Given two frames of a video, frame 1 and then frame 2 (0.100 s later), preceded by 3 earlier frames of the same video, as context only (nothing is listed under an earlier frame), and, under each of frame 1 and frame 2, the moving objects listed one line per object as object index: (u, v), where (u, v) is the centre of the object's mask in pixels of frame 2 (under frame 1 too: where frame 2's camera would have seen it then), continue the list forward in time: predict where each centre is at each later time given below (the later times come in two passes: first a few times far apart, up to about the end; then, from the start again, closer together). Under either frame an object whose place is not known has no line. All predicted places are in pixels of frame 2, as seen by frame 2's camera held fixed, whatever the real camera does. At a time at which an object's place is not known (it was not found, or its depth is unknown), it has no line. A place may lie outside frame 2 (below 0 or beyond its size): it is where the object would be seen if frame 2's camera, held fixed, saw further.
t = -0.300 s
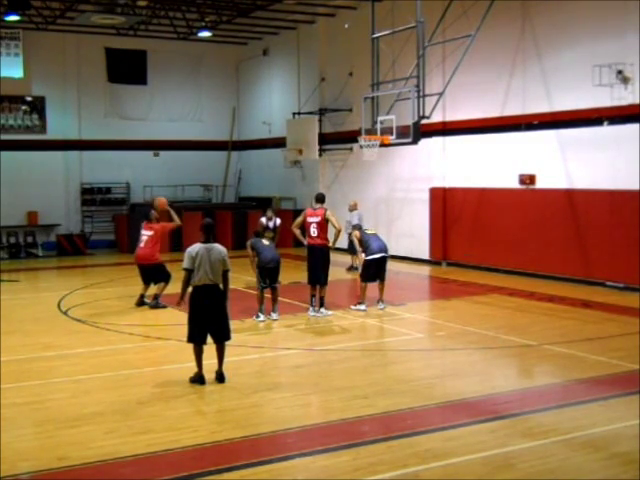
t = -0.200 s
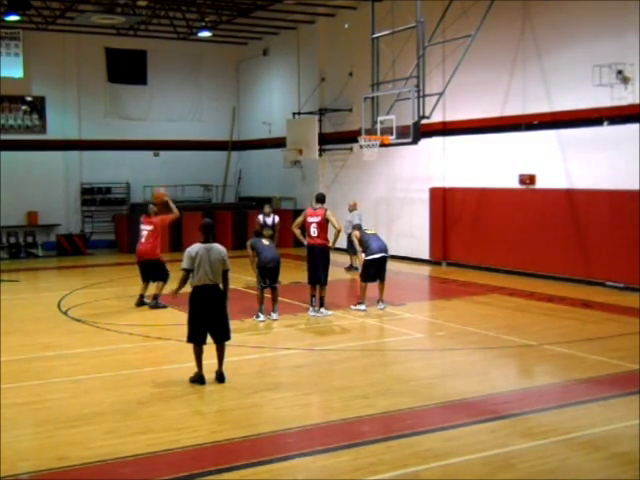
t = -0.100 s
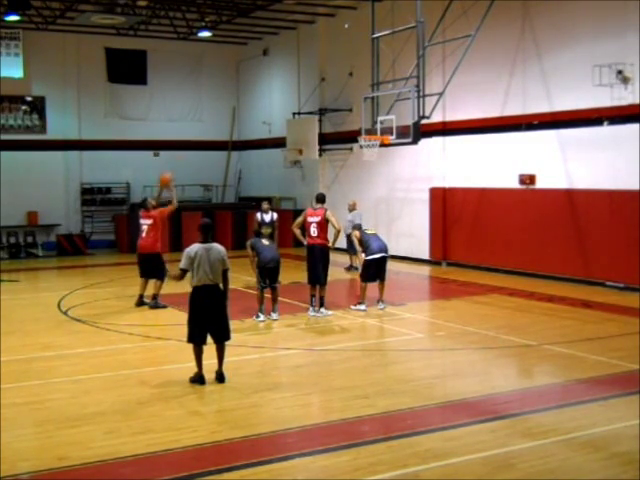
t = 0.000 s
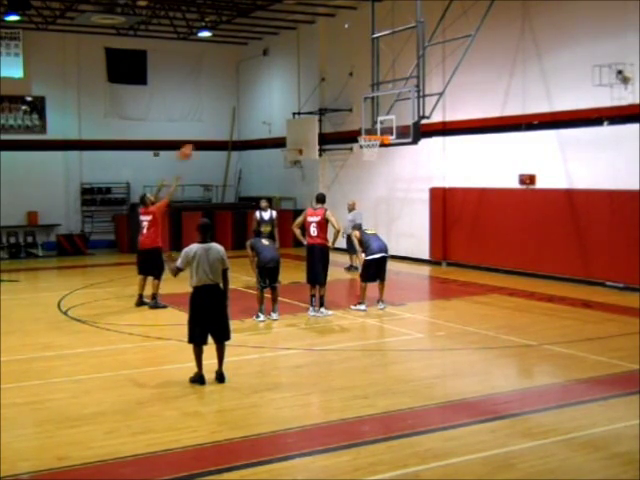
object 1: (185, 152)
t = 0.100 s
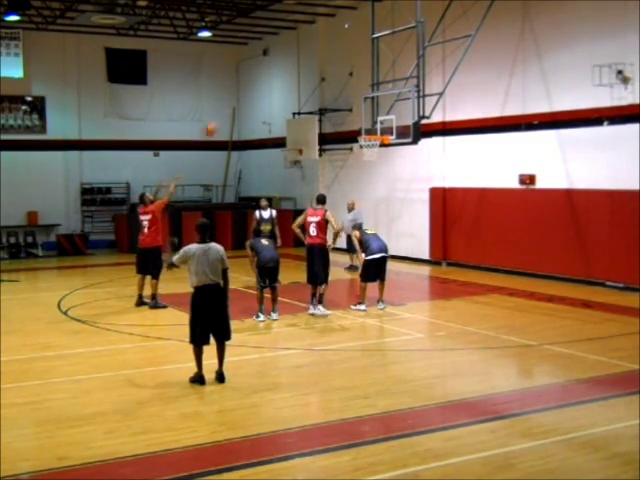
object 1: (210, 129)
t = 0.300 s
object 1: (255, 101)
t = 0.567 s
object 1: (312, 96)
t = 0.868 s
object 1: (373, 131)
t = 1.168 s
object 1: (373, 158)
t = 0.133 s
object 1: (217, 123)
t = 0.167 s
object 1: (225, 117)
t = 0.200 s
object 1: (233, 112)
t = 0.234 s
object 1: (240, 107)
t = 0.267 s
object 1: (248, 104)
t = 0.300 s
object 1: (255, 101)
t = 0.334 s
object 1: (263, 98)
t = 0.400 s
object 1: (277, 94)
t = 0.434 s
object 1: (284, 94)
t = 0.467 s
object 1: (291, 94)
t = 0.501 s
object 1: (298, 94)
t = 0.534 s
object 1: (306, 95)
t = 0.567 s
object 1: (312, 96)
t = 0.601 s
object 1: (320, 98)
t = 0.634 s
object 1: (327, 100)
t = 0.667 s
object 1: (334, 103)
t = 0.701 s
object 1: (341, 106)
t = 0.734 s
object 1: (346, 110)
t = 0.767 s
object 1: (353, 116)
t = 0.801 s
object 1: (360, 120)
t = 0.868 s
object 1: (373, 131)
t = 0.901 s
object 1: (372, 134)
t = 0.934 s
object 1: (369, 137)
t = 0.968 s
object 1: (364, 140)
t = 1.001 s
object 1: (366, 149)
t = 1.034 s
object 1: (367, 150)
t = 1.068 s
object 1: (368, 151)
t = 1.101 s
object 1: (370, 155)
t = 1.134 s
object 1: (371, 156)
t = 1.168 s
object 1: (373, 158)
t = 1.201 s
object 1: (374, 161)
